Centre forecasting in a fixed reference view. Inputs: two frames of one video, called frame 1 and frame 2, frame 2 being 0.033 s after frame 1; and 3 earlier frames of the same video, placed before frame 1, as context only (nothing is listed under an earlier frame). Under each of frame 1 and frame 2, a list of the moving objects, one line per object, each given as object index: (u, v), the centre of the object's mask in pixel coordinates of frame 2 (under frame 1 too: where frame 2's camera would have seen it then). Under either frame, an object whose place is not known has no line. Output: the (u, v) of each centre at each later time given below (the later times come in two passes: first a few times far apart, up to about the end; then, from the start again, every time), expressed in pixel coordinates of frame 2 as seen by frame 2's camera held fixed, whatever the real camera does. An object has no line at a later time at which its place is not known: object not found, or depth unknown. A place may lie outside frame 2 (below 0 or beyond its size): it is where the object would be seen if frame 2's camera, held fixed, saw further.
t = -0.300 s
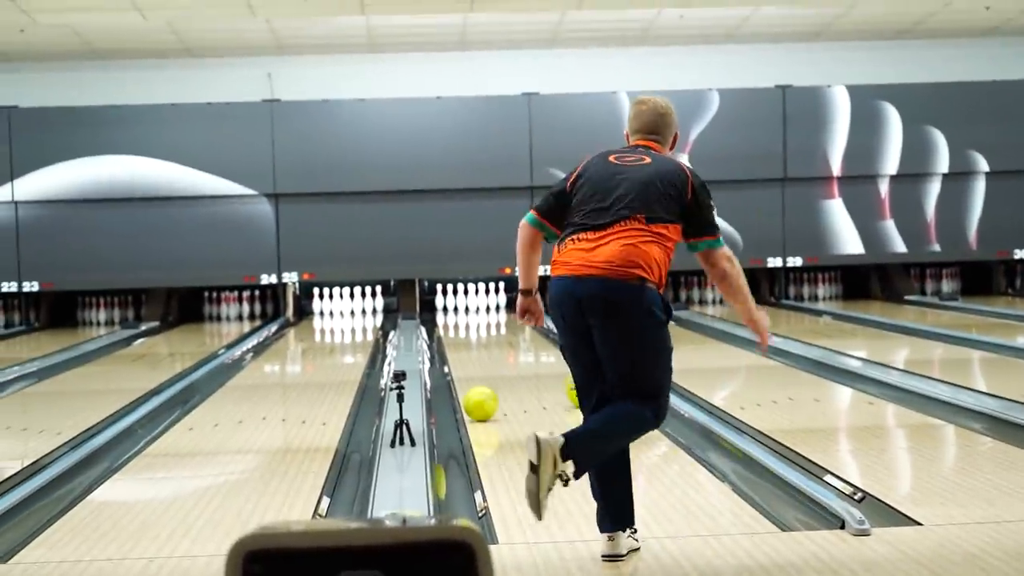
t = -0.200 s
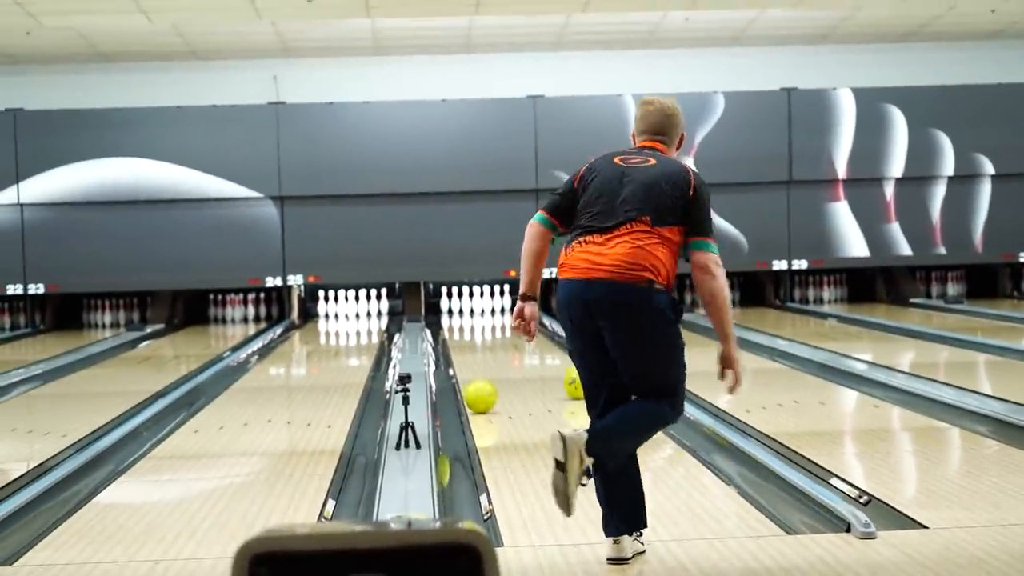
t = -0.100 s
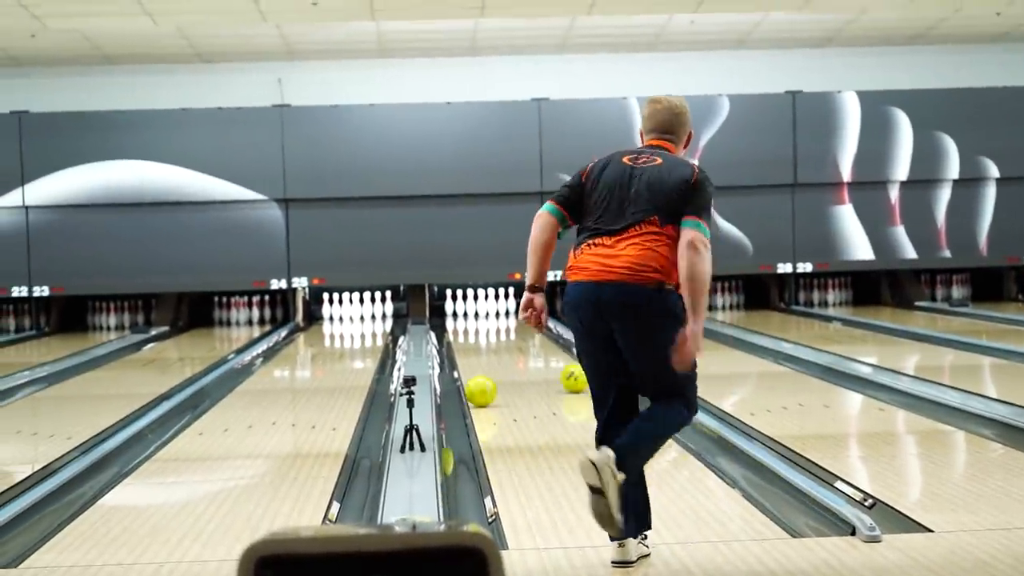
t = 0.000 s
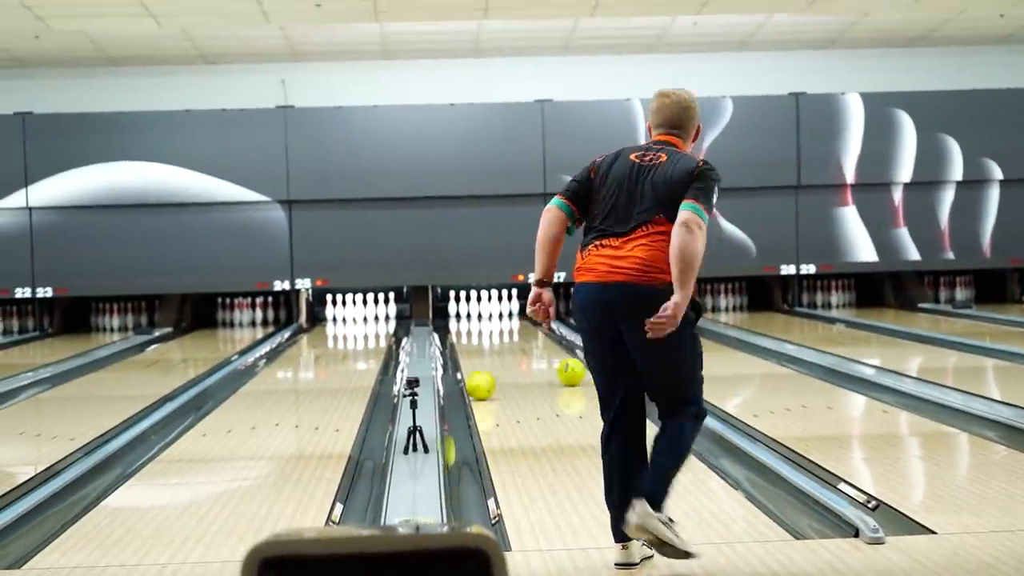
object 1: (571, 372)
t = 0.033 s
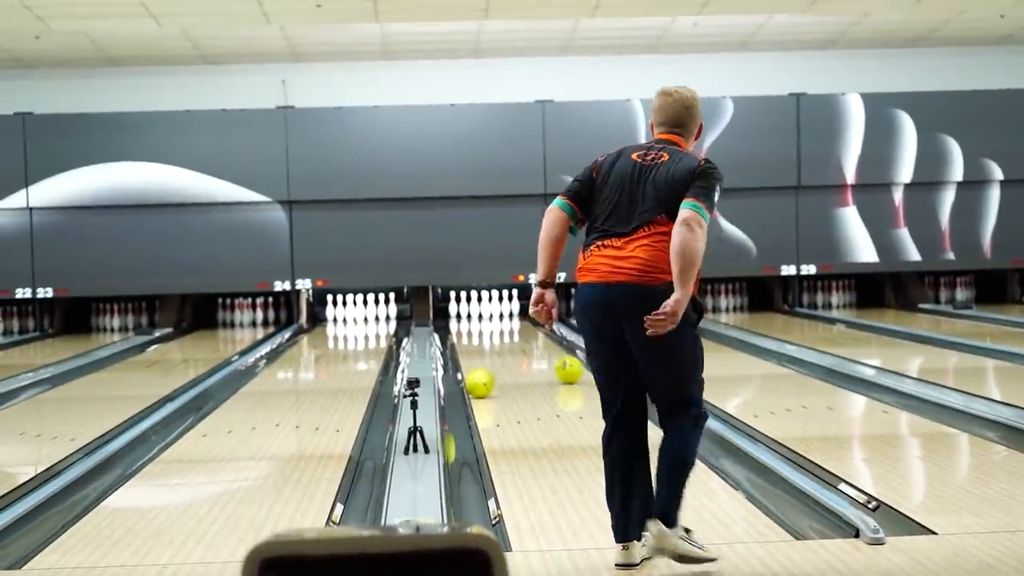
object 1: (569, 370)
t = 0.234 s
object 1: (557, 358)
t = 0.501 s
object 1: (543, 345)
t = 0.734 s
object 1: (533, 338)
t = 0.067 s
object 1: (567, 368)
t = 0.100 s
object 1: (565, 365)
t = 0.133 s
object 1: (562, 363)
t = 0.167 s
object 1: (561, 361)
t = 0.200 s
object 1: (559, 360)
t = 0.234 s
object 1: (557, 358)
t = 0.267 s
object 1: (555, 356)
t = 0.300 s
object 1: (554, 354)
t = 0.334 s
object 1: (552, 352)
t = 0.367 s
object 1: (550, 351)
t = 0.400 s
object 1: (548, 349)
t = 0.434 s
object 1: (546, 348)
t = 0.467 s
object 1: (545, 347)
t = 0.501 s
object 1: (543, 345)
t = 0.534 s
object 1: (542, 344)
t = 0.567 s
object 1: (540, 343)
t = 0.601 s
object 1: (538, 342)
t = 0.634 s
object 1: (537, 341)
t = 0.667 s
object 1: (535, 340)
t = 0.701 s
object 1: (534, 339)
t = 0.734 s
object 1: (533, 338)
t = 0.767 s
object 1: (531, 338)
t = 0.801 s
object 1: (530, 337)
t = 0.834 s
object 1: (528, 336)
